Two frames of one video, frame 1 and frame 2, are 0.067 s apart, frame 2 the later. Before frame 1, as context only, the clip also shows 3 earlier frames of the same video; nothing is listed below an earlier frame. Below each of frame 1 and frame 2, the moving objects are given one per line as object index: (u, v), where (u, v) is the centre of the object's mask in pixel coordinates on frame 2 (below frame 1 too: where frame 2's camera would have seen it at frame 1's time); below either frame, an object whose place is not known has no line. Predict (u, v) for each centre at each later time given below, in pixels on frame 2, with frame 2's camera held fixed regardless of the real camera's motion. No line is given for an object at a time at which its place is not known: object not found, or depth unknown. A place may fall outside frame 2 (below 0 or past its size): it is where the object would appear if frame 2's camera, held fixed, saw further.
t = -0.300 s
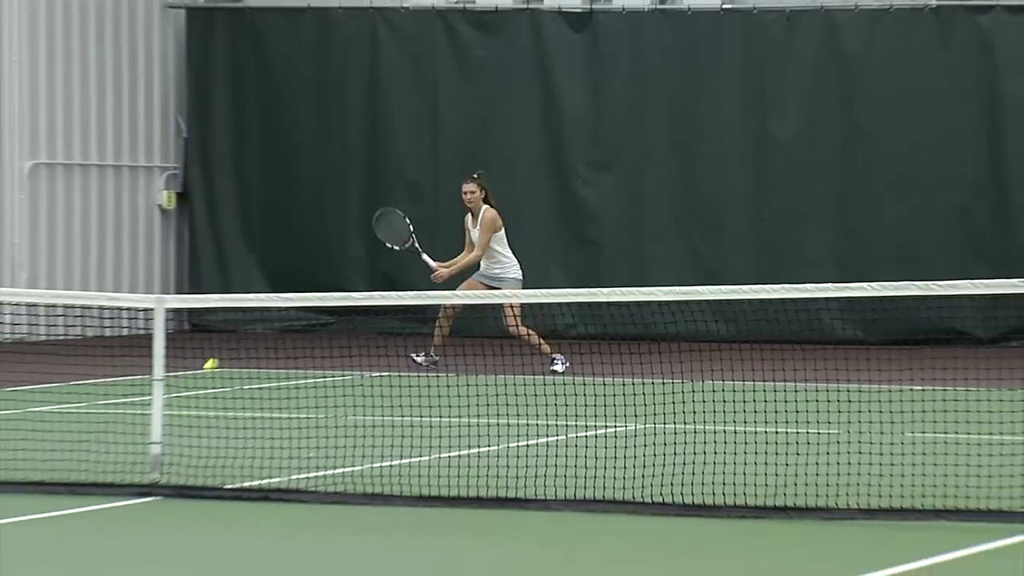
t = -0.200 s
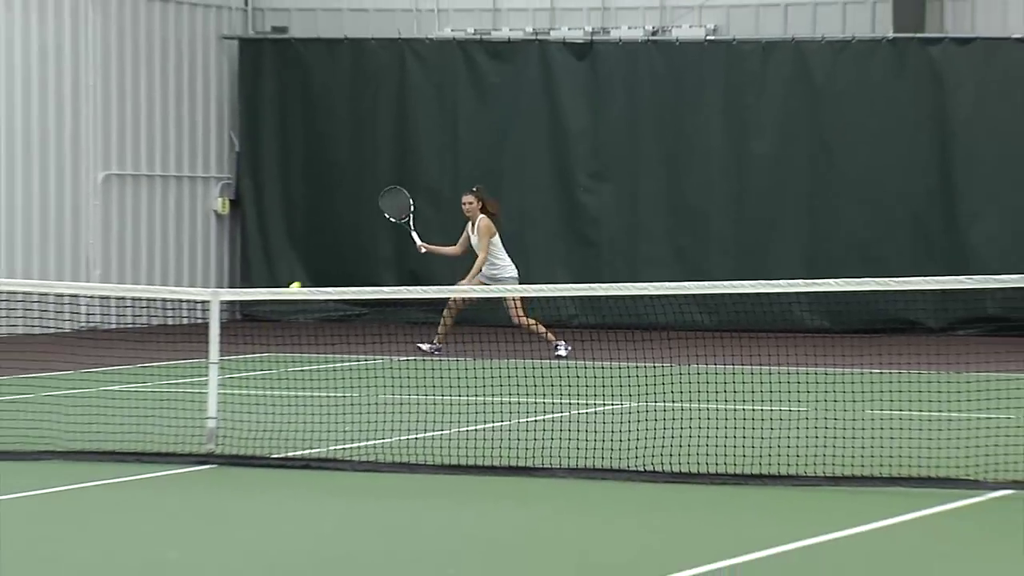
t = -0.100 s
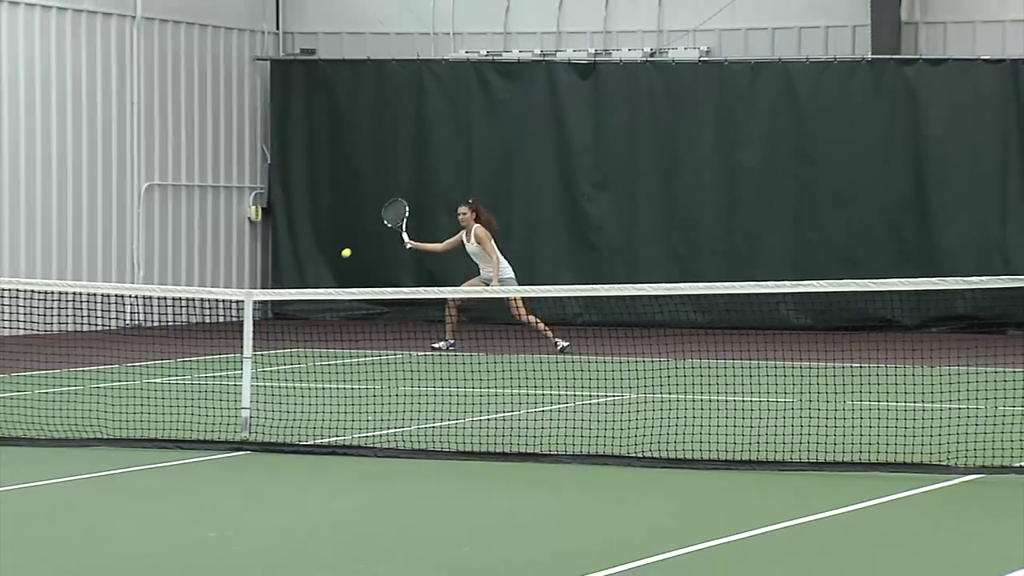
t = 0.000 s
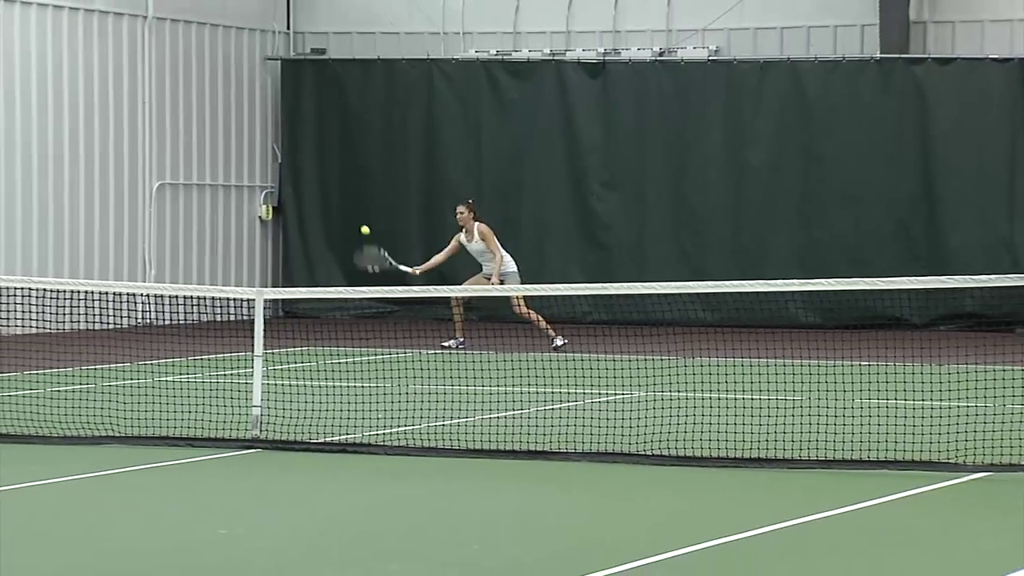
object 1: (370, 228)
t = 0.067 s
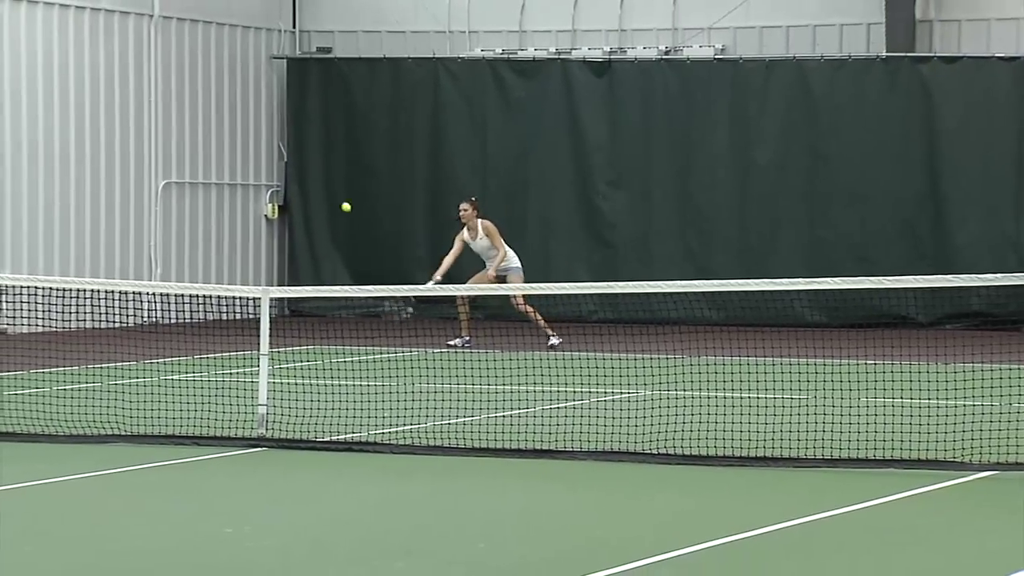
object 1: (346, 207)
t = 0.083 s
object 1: (339, 202)
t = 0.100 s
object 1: (333, 197)
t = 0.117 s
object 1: (326, 192)
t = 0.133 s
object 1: (320, 187)
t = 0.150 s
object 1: (314, 183)
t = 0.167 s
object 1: (307, 179)
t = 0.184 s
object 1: (300, 175)
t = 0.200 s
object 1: (294, 171)
